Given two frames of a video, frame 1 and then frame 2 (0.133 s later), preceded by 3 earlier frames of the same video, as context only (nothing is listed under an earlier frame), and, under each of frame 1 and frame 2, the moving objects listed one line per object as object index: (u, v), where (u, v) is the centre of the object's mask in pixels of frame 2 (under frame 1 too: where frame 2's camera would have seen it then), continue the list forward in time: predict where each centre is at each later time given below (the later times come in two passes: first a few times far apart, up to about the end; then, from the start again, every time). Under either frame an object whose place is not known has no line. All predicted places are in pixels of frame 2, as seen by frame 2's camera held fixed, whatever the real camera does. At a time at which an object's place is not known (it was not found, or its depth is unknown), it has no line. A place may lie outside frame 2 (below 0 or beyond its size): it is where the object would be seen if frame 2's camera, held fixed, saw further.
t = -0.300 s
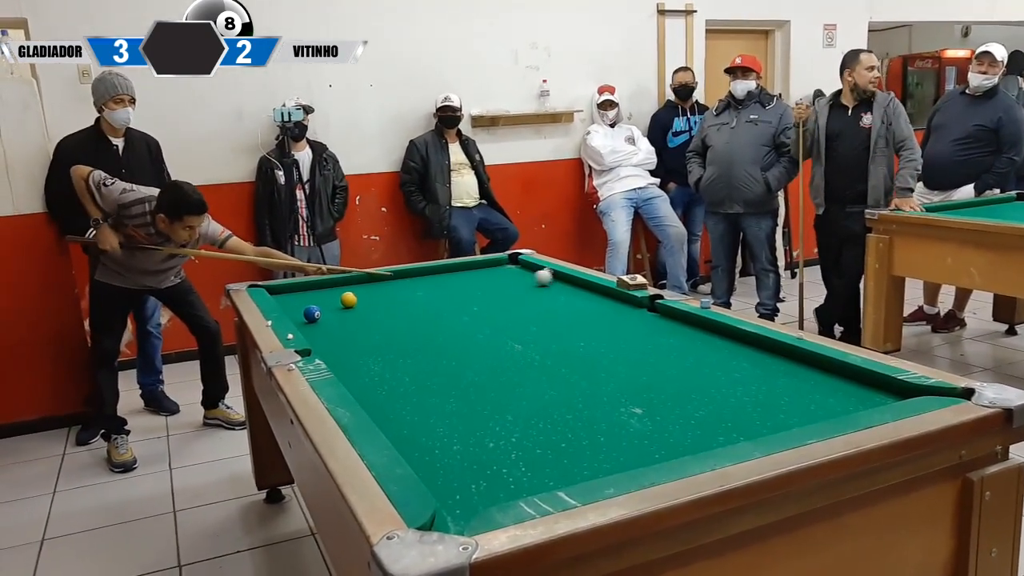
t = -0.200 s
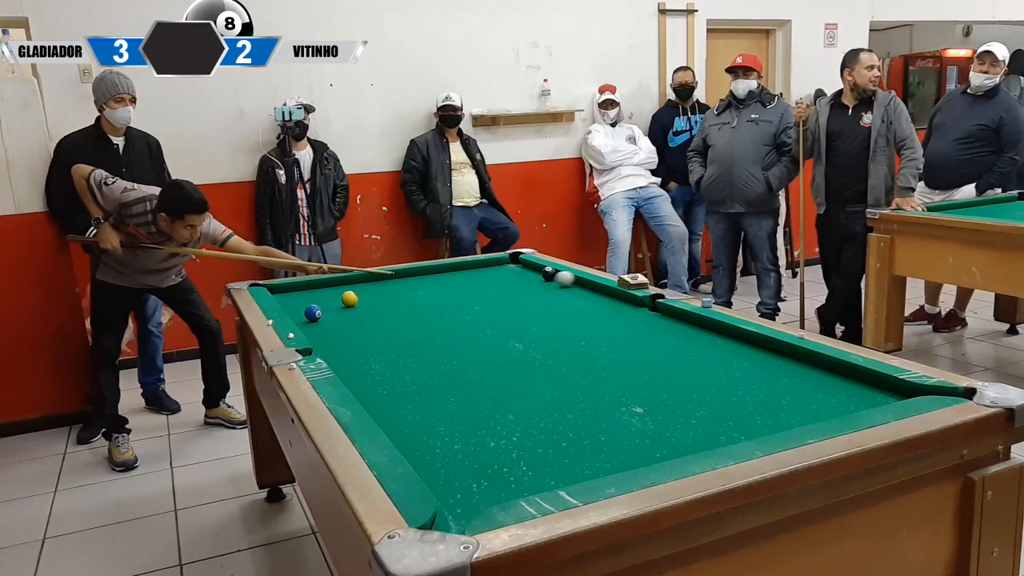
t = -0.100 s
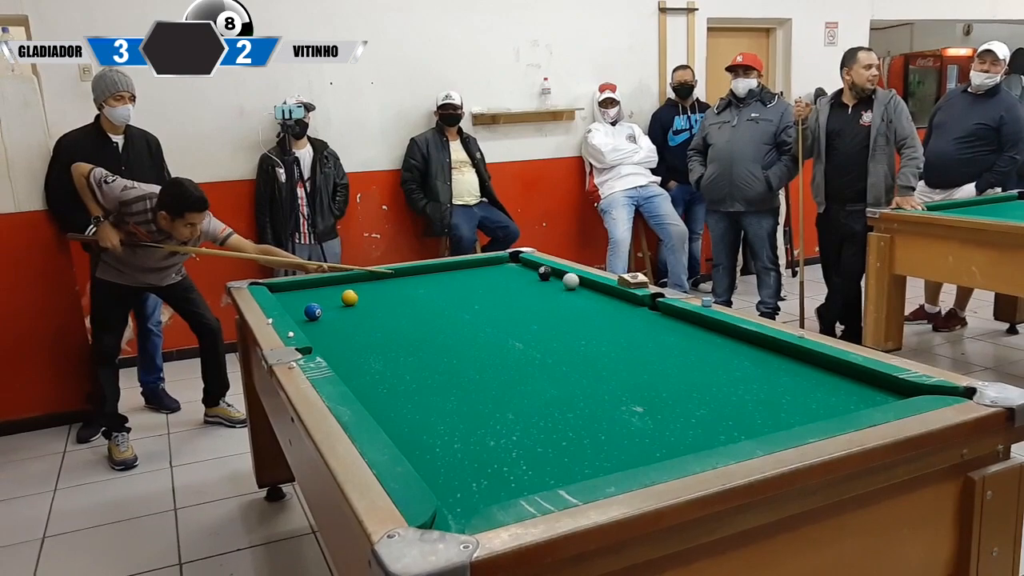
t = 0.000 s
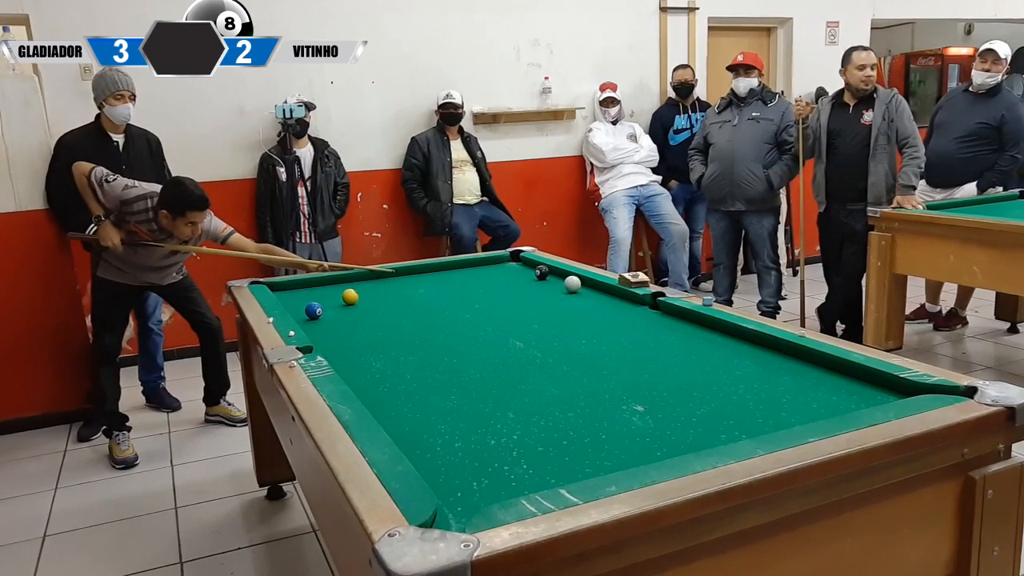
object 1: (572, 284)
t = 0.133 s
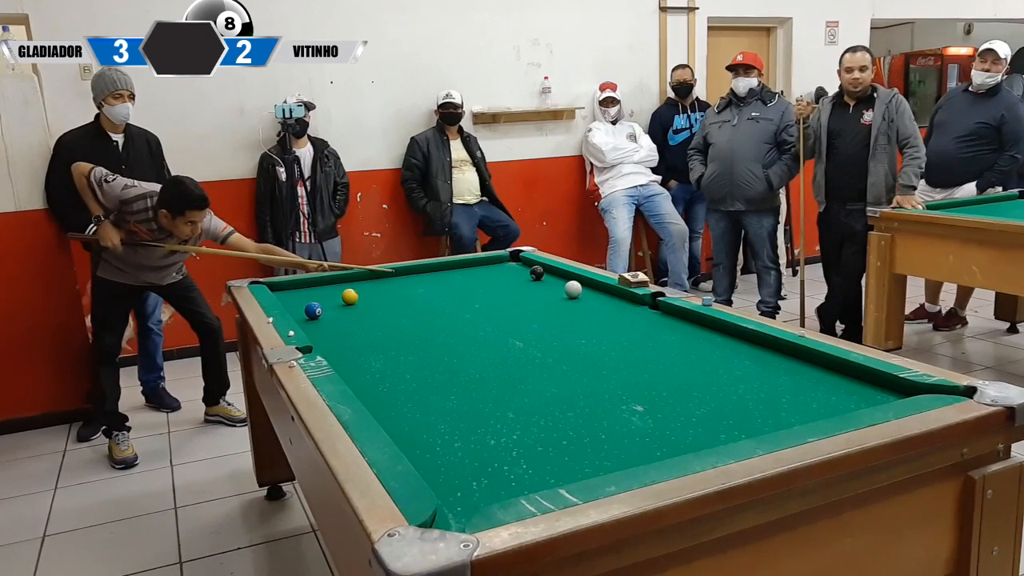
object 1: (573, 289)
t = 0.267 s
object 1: (574, 295)
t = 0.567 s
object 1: (577, 308)
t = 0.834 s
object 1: (580, 322)
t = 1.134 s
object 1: (584, 339)
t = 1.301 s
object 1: (587, 349)
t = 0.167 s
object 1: (573, 291)
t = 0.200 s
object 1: (573, 292)
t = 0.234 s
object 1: (573, 294)
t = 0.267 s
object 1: (574, 295)
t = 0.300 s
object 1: (574, 297)
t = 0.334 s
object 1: (575, 298)
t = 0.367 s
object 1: (575, 300)
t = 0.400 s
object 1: (575, 301)
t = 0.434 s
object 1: (576, 302)
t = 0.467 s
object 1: (576, 304)
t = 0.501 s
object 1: (577, 305)
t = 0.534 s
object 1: (577, 307)
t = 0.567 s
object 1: (577, 308)
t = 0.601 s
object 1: (578, 310)
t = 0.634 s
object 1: (578, 312)
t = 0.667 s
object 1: (578, 314)
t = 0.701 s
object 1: (579, 315)
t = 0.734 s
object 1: (579, 317)
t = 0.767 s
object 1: (580, 319)
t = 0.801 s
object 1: (580, 320)
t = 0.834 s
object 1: (580, 322)
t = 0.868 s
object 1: (581, 324)
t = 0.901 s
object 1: (581, 326)
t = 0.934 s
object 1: (582, 327)
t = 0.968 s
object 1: (582, 329)
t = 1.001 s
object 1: (583, 331)
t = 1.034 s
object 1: (583, 333)
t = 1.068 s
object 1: (584, 335)
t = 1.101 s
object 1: (584, 337)
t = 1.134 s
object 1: (584, 339)
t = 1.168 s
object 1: (585, 341)
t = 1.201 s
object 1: (585, 343)
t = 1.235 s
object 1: (586, 345)
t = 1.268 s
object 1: (586, 347)
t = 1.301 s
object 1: (587, 349)
